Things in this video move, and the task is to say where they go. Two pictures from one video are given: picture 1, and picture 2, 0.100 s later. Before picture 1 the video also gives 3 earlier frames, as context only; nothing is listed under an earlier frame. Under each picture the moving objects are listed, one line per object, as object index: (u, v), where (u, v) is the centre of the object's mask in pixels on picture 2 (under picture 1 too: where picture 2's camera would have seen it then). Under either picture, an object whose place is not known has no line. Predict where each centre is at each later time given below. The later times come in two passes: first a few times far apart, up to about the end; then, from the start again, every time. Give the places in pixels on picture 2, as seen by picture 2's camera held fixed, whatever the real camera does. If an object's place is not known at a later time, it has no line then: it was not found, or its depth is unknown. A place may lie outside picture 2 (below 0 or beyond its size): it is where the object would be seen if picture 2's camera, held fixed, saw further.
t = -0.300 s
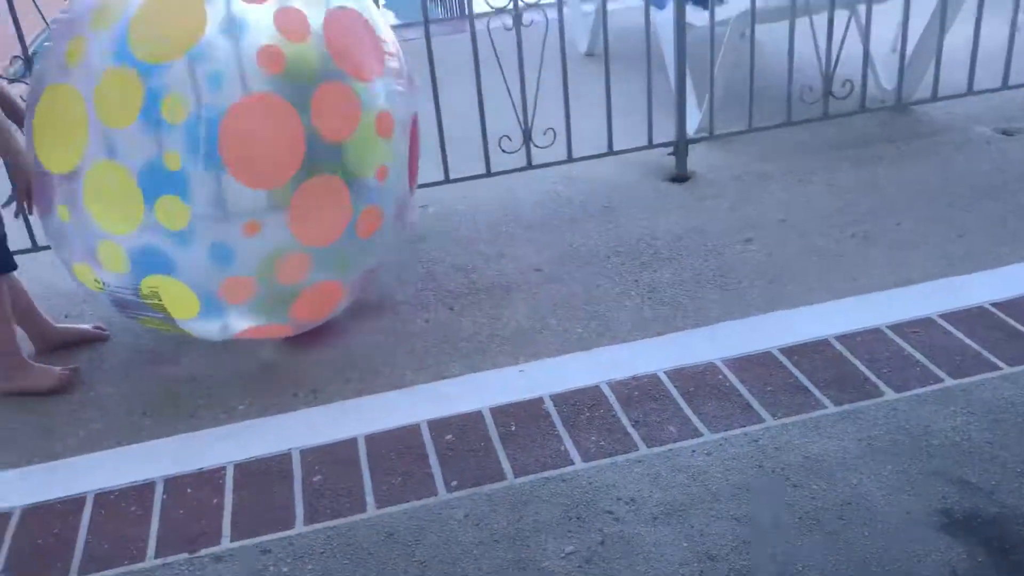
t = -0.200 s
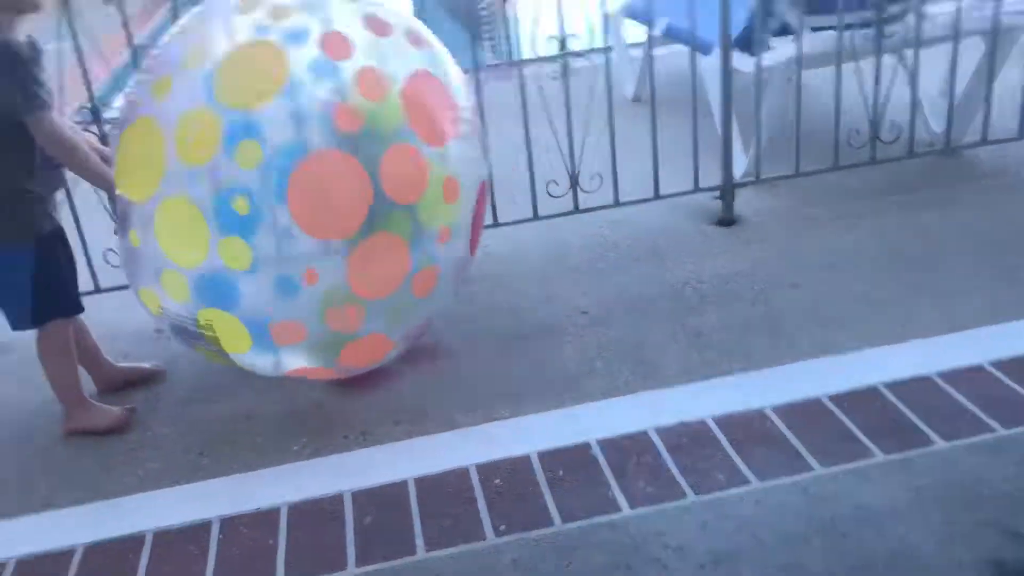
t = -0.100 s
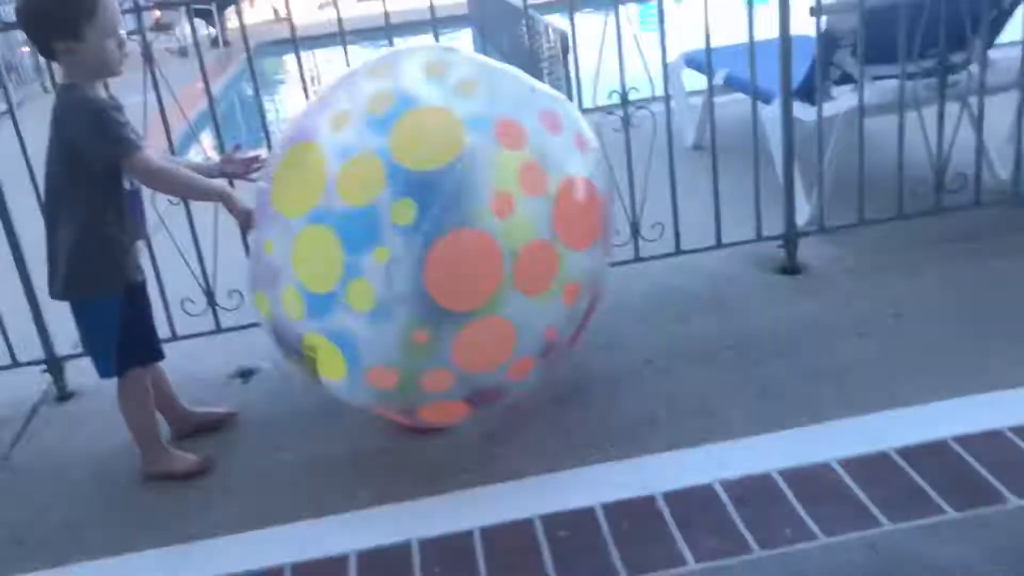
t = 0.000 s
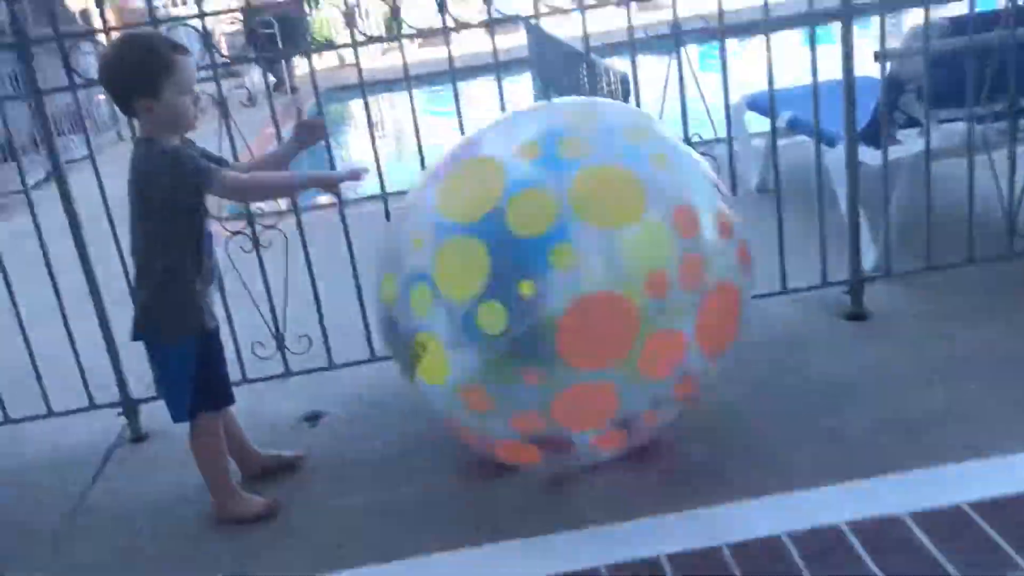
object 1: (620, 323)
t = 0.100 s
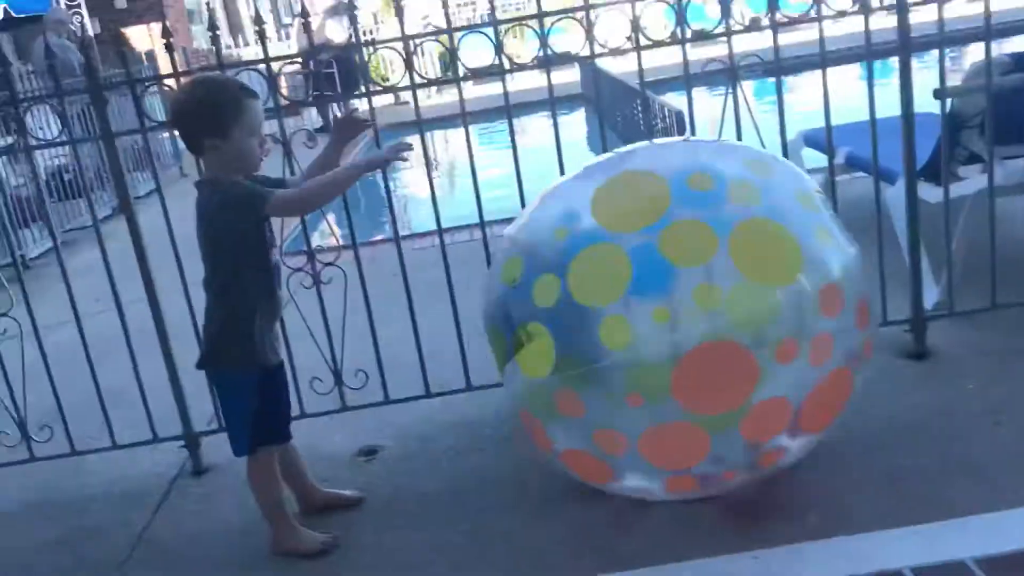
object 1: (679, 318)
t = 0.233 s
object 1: (742, 315)
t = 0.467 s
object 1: (796, 311)
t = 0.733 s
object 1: (807, 320)
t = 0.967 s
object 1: (762, 335)
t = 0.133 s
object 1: (696, 317)
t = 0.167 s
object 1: (713, 316)
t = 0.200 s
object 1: (728, 316)
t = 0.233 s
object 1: (742, 315)
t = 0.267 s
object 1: (756, 314)
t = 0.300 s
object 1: (765, 313)
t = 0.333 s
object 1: (772, 312)
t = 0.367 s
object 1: (778, 311)
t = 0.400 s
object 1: (784, 311)
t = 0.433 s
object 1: (791, 311)
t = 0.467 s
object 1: (796, 311)
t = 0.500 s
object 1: (800, 311)
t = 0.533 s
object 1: (802, 312)
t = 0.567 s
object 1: (805, 313)
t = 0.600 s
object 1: (808, 314)
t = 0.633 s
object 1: (809, 316)
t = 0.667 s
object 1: (810, 317)
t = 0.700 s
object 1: (808, 318)
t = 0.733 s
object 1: (807, 320)
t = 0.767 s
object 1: (804, 322)
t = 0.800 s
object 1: (801, 324)
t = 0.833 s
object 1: (797, 326)
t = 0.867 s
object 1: (790, 329)
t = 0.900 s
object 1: (782, 331)
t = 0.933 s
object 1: (773, 334)
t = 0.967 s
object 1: (762, 335)
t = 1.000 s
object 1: (752, 337)
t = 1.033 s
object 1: (741, 338)
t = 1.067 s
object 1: (730, 340)
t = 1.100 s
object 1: (718, 341)
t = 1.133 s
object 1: (706, 342)
